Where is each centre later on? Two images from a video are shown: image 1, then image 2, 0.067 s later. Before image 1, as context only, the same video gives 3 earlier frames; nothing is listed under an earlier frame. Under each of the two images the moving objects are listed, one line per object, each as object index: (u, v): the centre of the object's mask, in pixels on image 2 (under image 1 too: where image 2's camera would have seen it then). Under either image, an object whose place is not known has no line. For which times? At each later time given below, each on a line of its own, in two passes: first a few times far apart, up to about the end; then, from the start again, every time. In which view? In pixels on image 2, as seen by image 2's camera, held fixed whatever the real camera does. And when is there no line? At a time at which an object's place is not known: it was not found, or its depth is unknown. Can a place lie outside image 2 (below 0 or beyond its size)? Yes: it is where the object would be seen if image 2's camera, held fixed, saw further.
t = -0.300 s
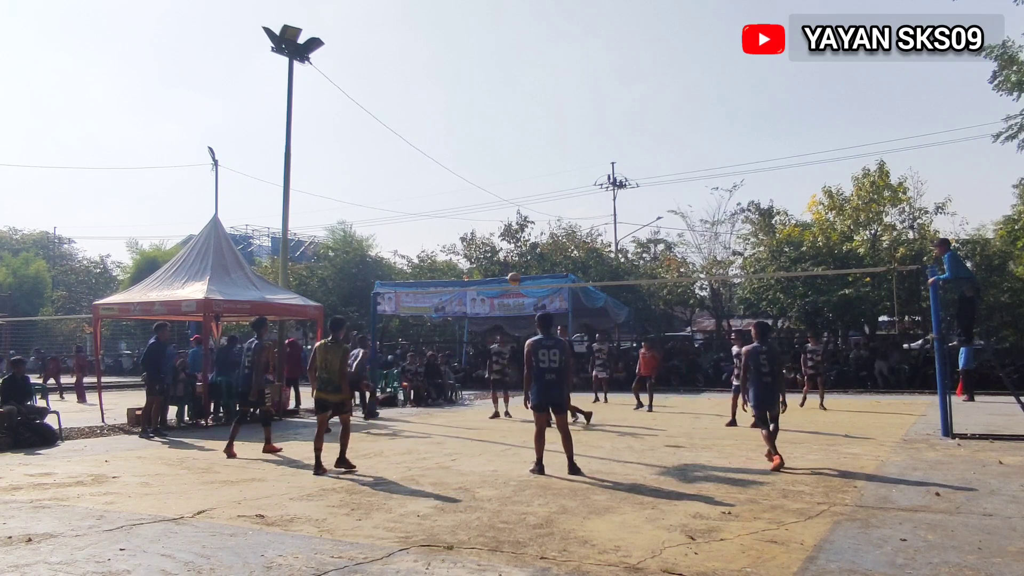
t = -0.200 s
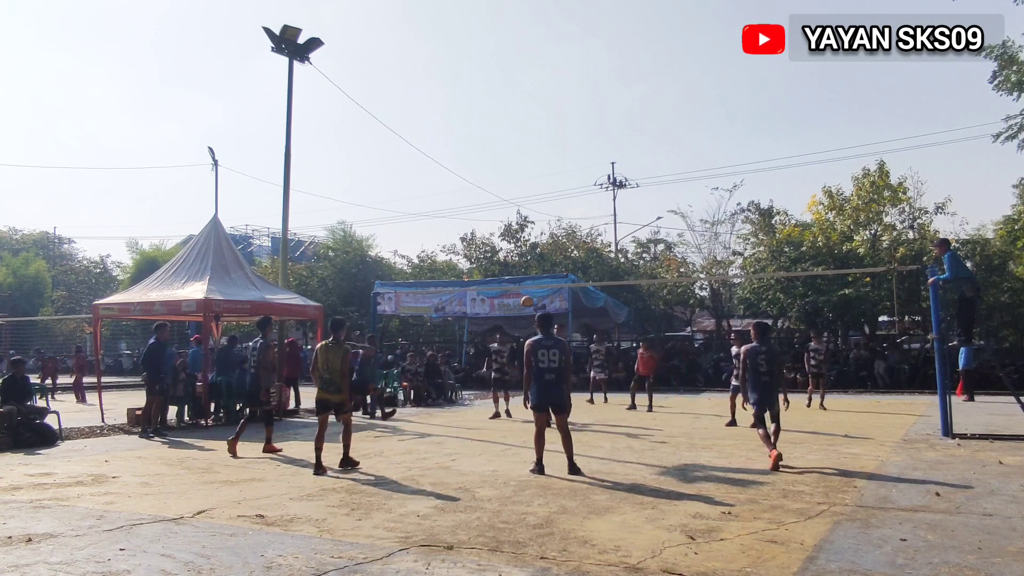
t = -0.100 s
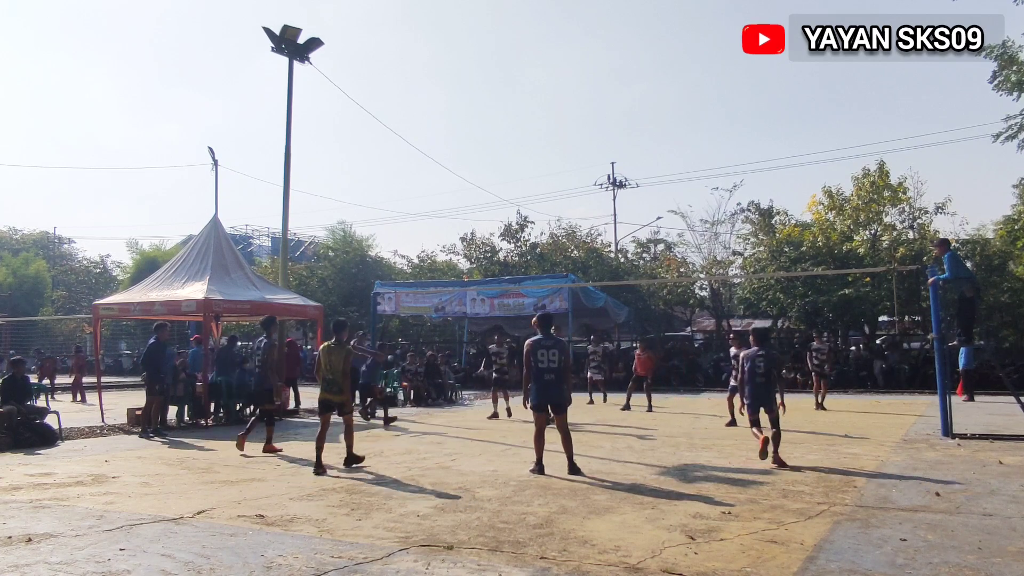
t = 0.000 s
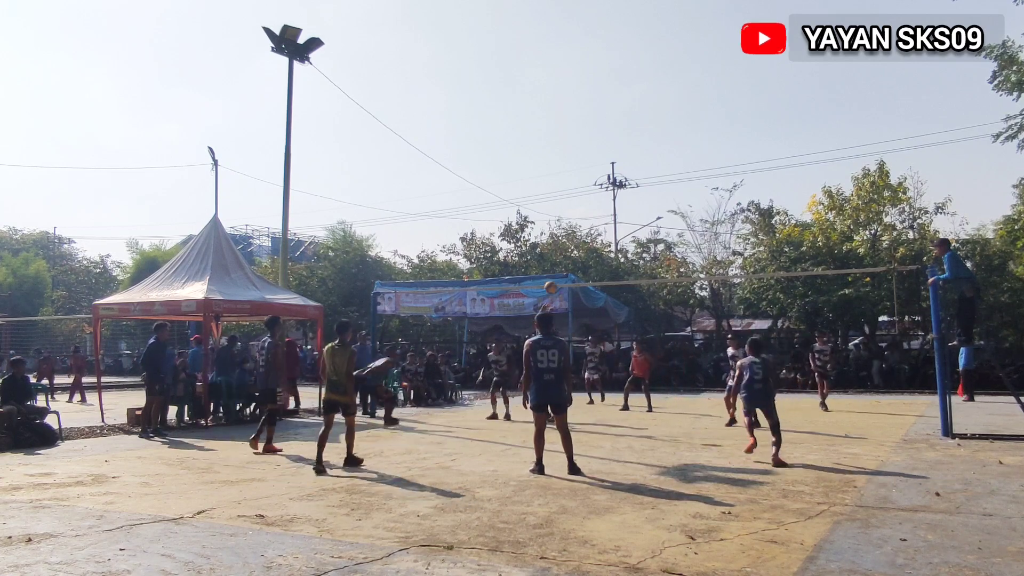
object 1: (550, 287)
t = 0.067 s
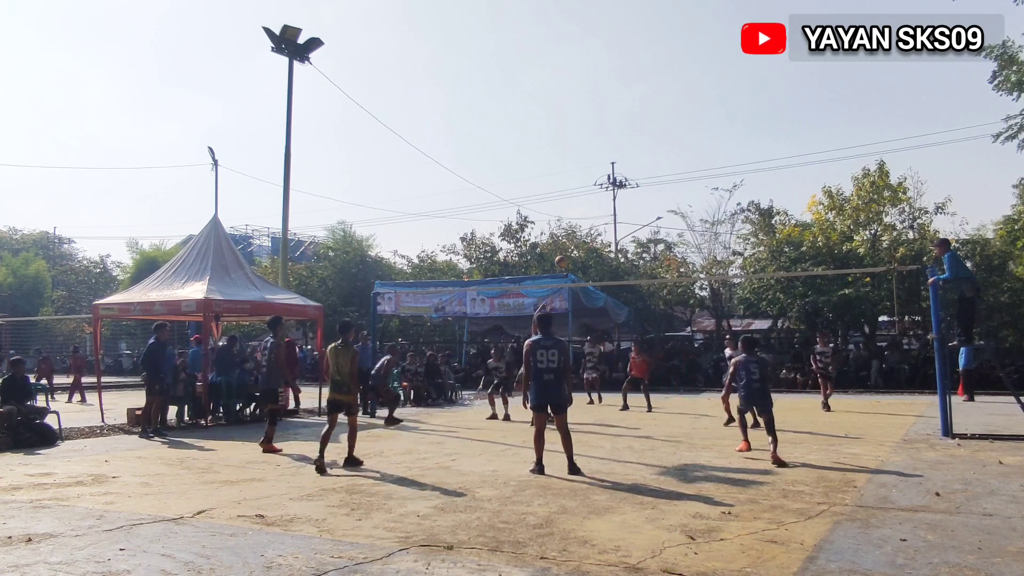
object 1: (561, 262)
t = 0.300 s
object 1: (598, 194)
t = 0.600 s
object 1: (648, 154)
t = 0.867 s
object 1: (692, 164)
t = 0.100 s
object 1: (567, 250)
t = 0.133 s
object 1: (572, 240)
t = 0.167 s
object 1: (577, 230)
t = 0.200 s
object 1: (582, 219)
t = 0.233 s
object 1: (588, 210)
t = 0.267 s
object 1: (593, 202)
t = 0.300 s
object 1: (598, 194)
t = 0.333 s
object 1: (603, 187)
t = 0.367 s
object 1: (609, 181)
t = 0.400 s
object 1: (614, 176)
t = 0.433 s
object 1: (620, 170)
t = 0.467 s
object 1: (626, 166)
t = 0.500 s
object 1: (631, 162)
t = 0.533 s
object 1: (637, 159)
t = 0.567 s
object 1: (642, 156)
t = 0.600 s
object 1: (648, 154)
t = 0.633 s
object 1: (653, 153)
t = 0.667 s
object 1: (658, 153)
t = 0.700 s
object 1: (664, 153)
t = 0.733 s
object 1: (670, 154)
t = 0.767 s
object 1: (675, 155)
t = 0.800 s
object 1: (681, 157)
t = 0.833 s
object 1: (686, 160)
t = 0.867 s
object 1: (692, 164)
